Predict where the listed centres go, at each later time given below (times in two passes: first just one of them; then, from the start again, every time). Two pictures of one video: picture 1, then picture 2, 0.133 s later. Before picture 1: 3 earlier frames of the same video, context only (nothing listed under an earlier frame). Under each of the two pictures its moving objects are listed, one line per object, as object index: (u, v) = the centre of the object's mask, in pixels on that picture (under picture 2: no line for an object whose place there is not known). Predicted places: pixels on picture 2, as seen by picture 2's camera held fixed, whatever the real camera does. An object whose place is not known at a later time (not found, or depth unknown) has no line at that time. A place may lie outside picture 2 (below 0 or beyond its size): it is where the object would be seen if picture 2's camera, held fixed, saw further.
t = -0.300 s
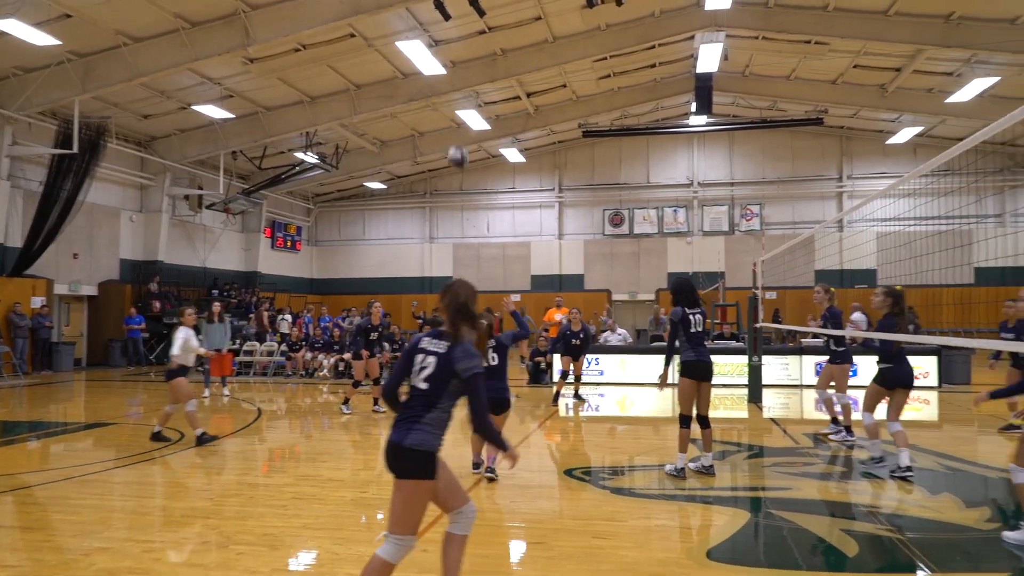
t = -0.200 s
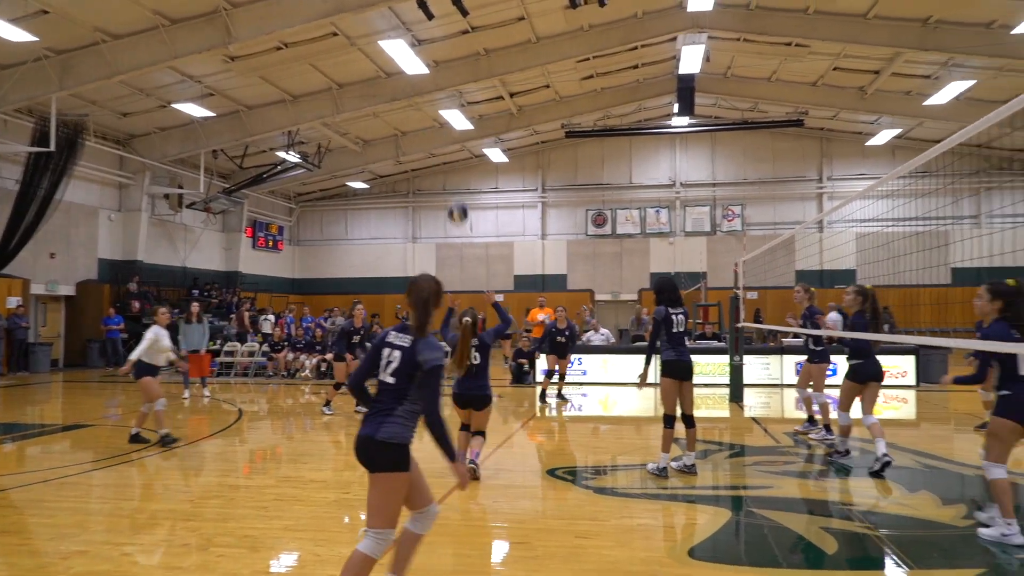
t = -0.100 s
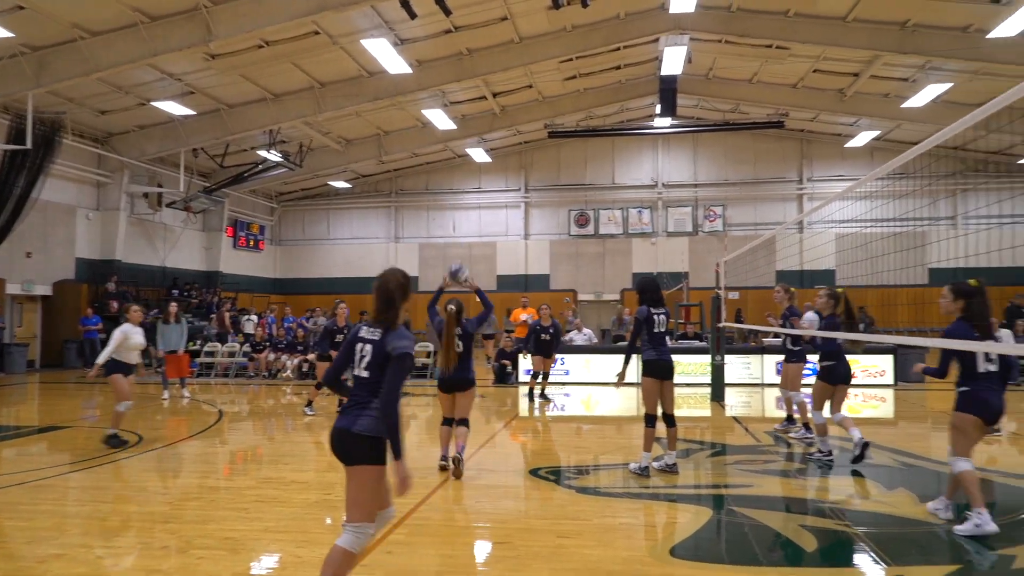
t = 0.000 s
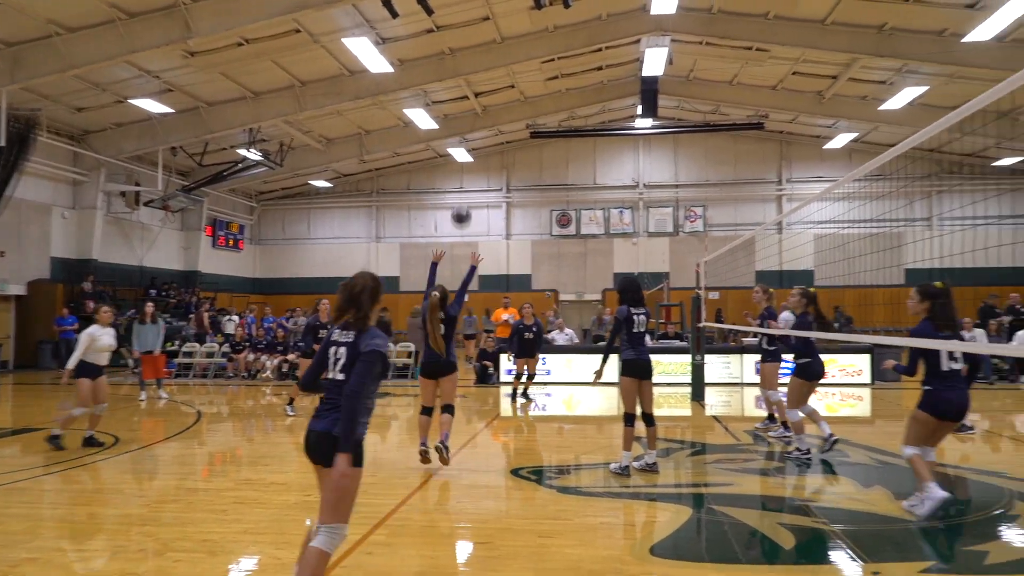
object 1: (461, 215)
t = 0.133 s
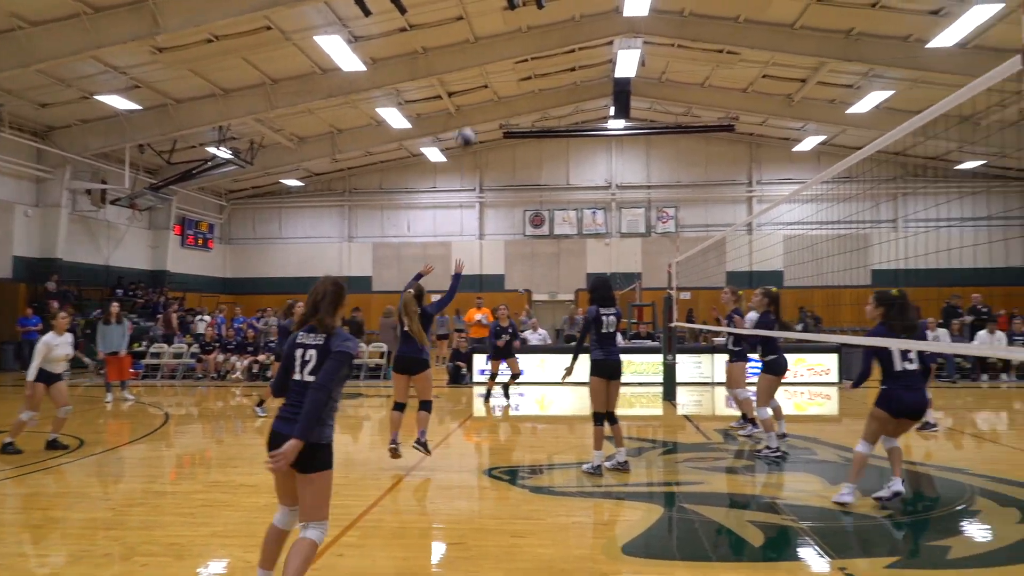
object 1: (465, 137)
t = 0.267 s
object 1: (492, 86)
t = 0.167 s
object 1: (472, 123)
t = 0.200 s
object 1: (479, 109)
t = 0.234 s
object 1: (485, 97)
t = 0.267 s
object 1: (492, 86)
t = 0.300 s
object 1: (498, 76)
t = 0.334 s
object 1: (504, 68)
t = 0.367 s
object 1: (510, 60)
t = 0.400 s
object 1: (516, 55)
